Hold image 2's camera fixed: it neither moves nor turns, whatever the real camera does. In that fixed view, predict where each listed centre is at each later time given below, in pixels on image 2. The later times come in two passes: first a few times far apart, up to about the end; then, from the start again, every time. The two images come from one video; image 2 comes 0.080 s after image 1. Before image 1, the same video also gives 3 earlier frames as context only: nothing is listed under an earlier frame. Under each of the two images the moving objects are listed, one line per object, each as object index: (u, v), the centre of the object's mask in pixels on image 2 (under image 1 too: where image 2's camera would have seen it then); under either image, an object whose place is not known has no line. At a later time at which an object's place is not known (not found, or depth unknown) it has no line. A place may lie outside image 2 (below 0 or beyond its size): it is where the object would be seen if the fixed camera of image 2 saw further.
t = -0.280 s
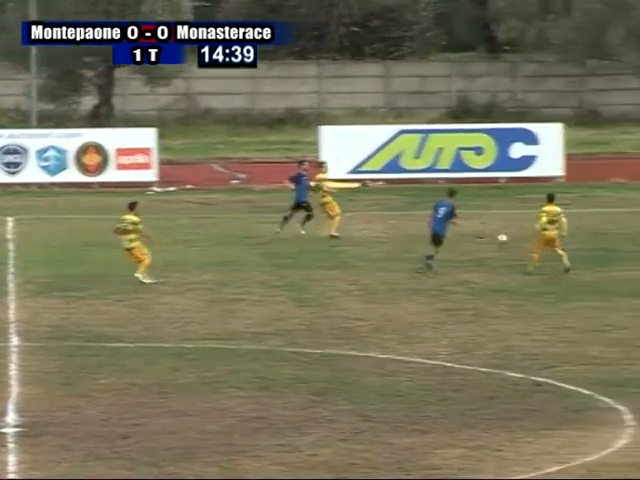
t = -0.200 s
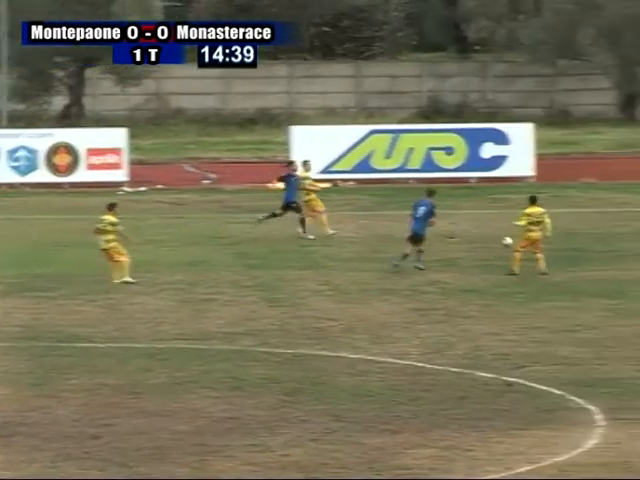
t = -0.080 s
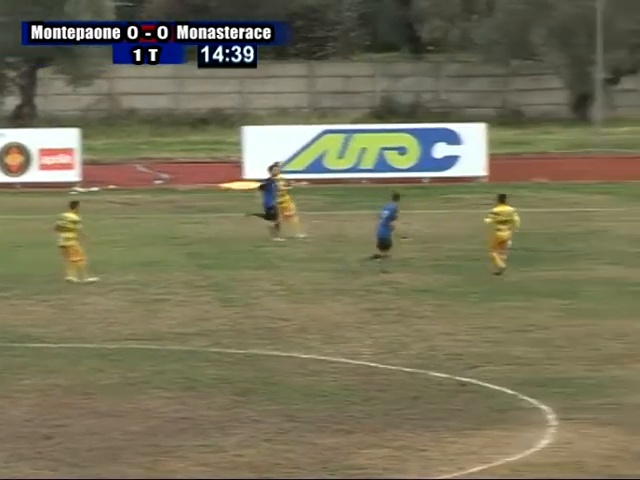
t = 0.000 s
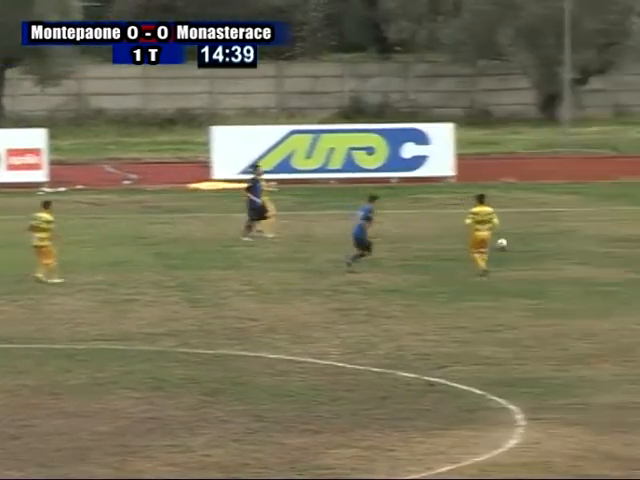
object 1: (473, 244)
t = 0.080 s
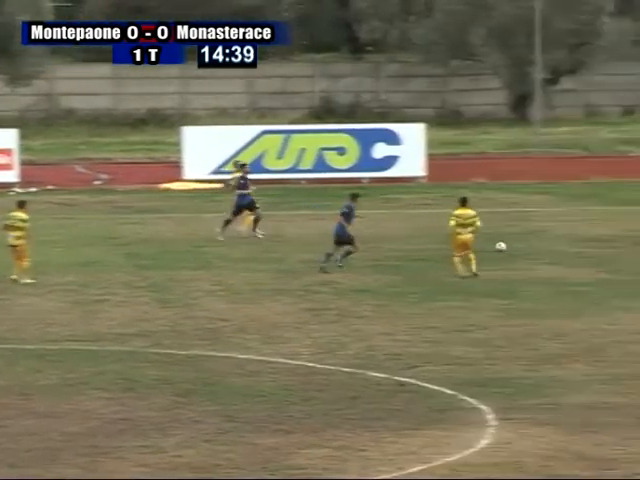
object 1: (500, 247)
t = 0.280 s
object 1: (560, 248)
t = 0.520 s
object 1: (629, 250)
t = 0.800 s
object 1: (707, 252)
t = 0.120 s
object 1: (512, 247)
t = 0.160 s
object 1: (524, 247)
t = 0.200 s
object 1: (537, 248)
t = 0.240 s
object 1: (549, 249)
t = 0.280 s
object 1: (560, 248)
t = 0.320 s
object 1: (572, 248)
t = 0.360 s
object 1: (583, 248)
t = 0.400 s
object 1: (595, 251)
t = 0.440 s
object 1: (607, 252)
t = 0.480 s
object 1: (618, 251)
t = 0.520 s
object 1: (629, 250)
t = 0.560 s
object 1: (641, 251)
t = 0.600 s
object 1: (652, 252)
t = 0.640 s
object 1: (663, 254)
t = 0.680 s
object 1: (675, 254)
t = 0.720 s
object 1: (685, 252)
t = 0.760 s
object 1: (696, 252)
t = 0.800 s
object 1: (707, 252)
